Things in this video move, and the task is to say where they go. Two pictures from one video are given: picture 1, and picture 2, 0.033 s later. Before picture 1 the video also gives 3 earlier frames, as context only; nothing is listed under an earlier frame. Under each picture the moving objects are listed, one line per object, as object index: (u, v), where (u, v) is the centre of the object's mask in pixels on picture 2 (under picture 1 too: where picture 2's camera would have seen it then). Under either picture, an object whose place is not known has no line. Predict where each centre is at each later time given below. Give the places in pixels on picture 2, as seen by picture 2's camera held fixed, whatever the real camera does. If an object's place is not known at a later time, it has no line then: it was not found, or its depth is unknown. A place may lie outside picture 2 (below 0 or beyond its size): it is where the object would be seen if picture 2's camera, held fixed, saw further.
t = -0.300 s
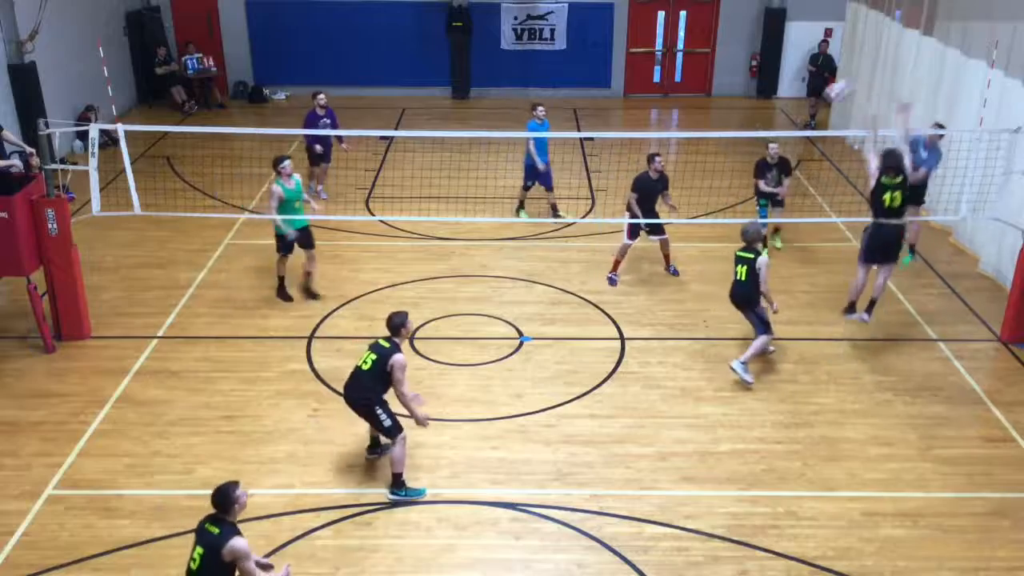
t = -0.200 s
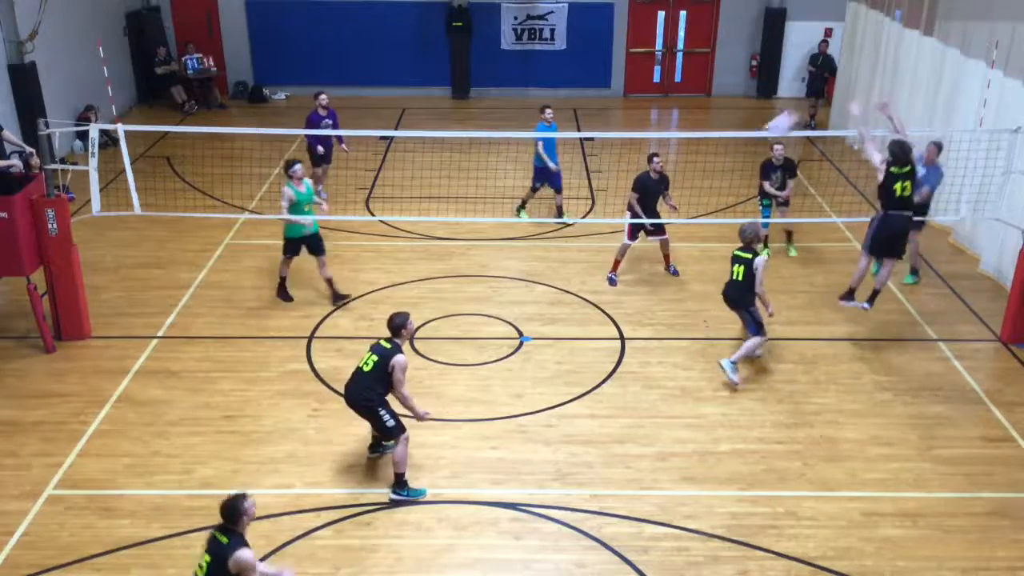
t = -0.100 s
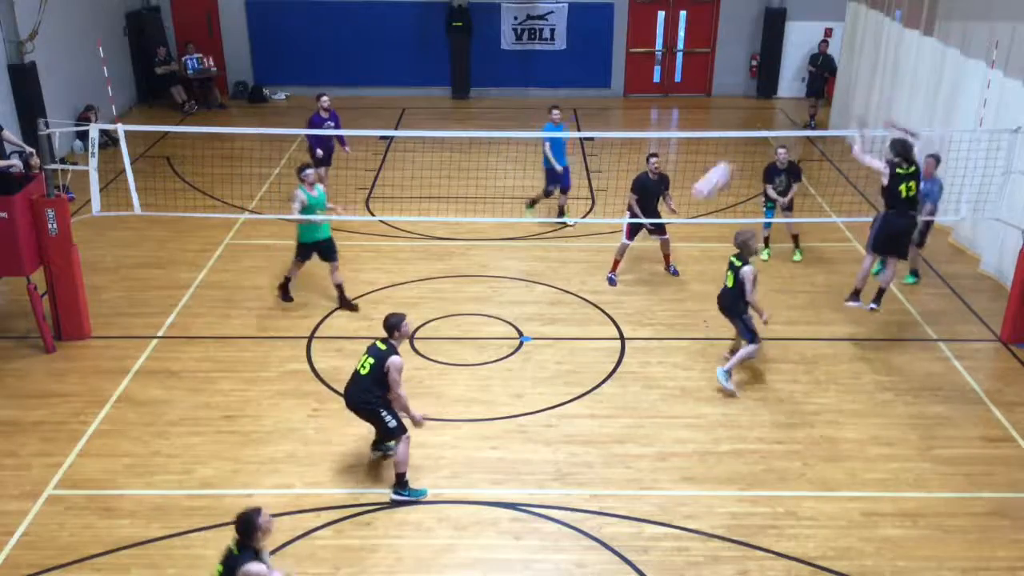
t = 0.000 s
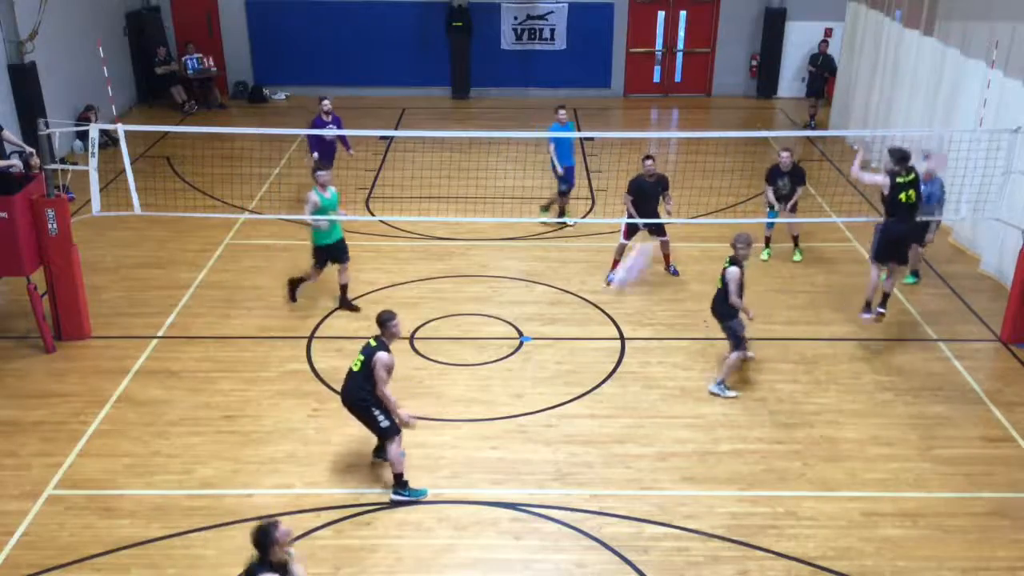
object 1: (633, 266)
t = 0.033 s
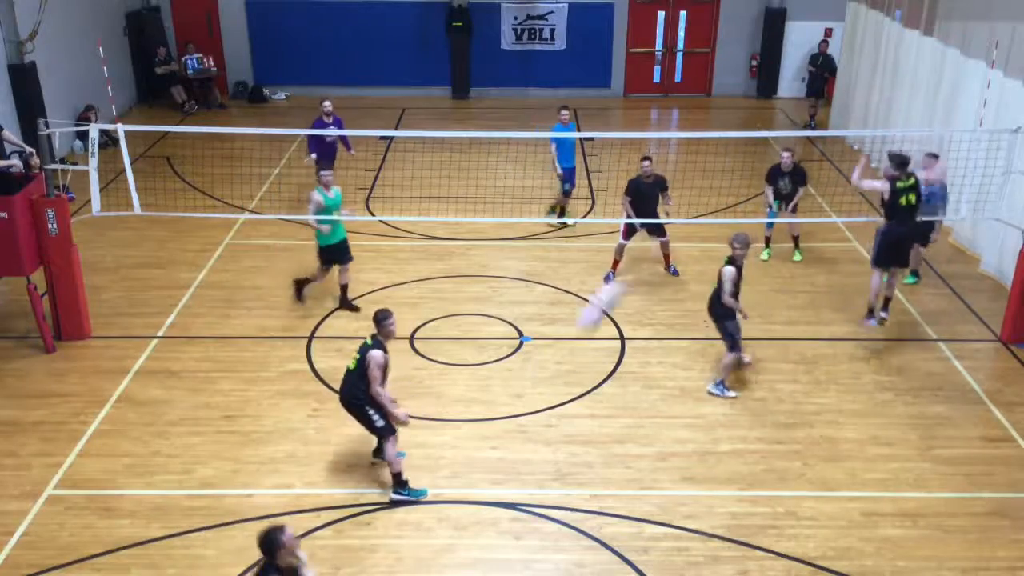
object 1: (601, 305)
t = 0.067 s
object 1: (565, 352)
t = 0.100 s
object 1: (528, 399)
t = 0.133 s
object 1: (487, 460)
